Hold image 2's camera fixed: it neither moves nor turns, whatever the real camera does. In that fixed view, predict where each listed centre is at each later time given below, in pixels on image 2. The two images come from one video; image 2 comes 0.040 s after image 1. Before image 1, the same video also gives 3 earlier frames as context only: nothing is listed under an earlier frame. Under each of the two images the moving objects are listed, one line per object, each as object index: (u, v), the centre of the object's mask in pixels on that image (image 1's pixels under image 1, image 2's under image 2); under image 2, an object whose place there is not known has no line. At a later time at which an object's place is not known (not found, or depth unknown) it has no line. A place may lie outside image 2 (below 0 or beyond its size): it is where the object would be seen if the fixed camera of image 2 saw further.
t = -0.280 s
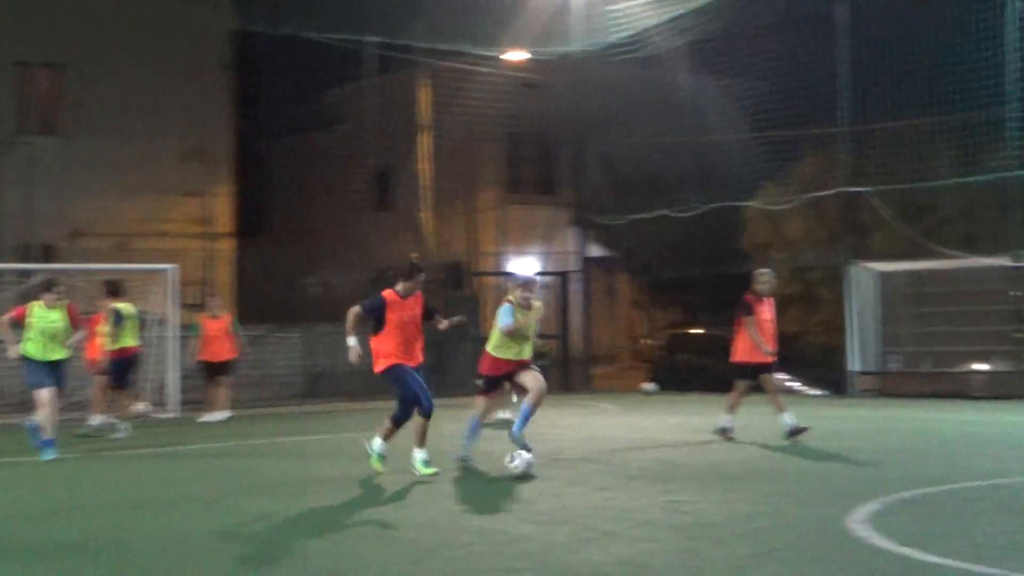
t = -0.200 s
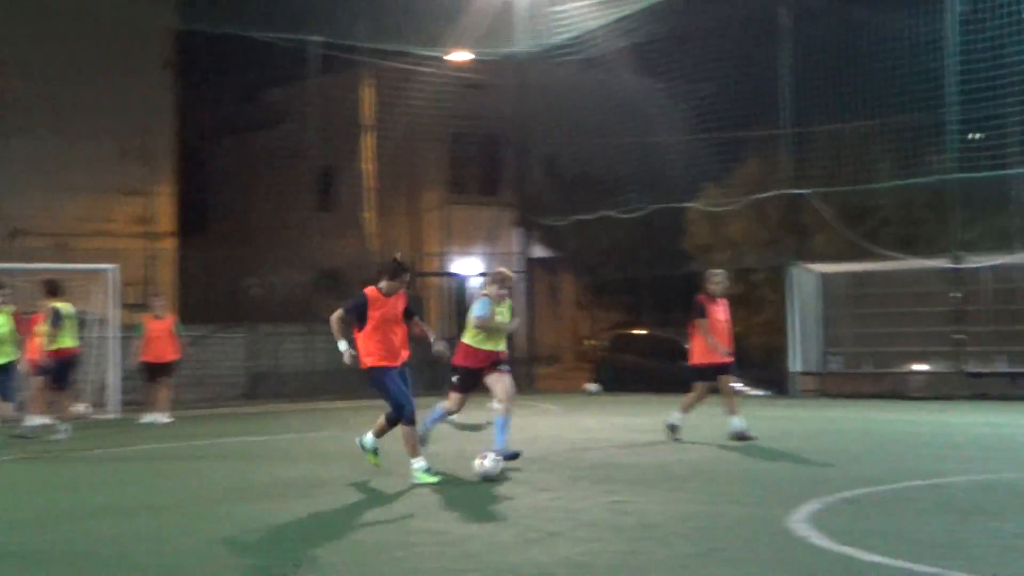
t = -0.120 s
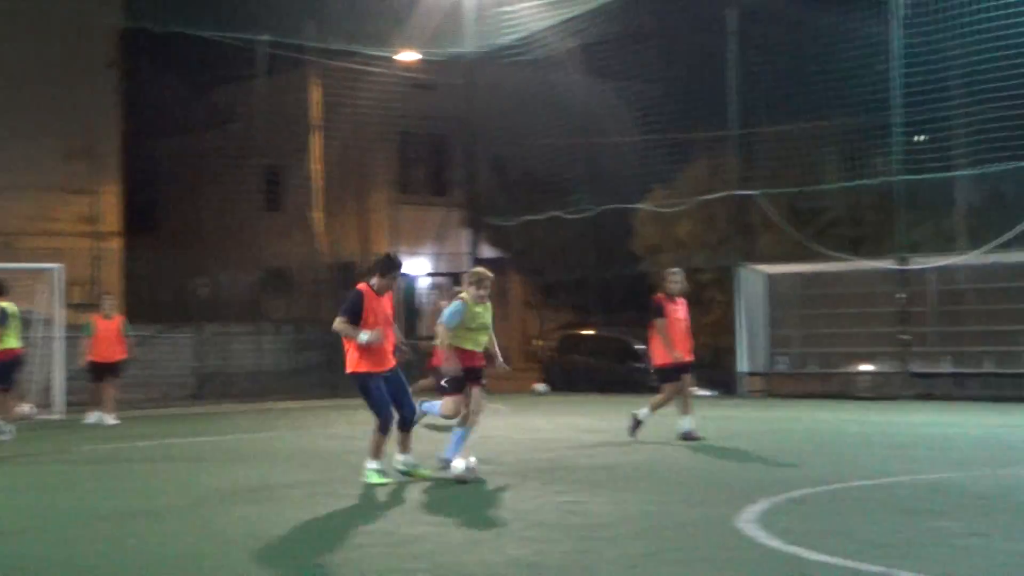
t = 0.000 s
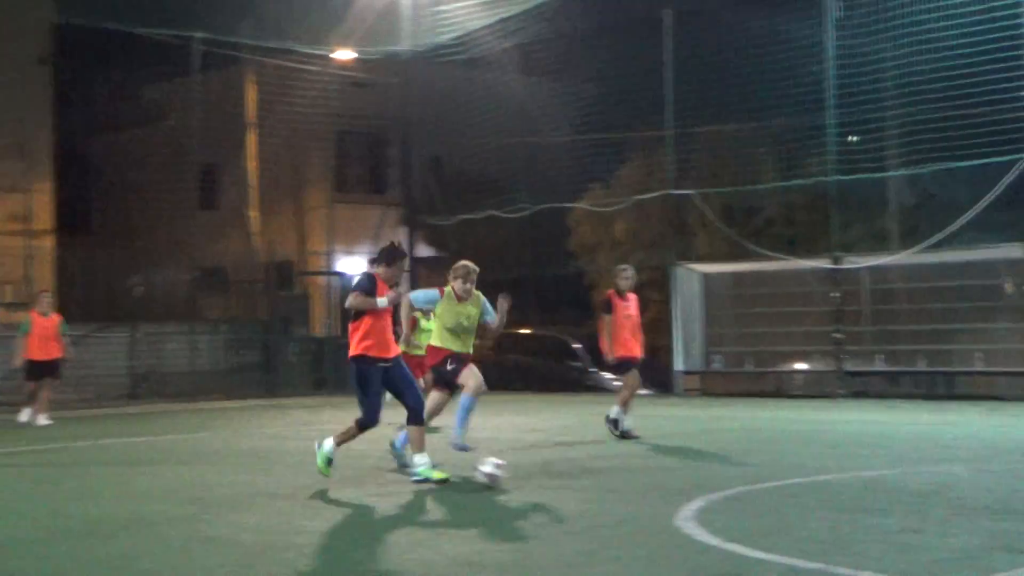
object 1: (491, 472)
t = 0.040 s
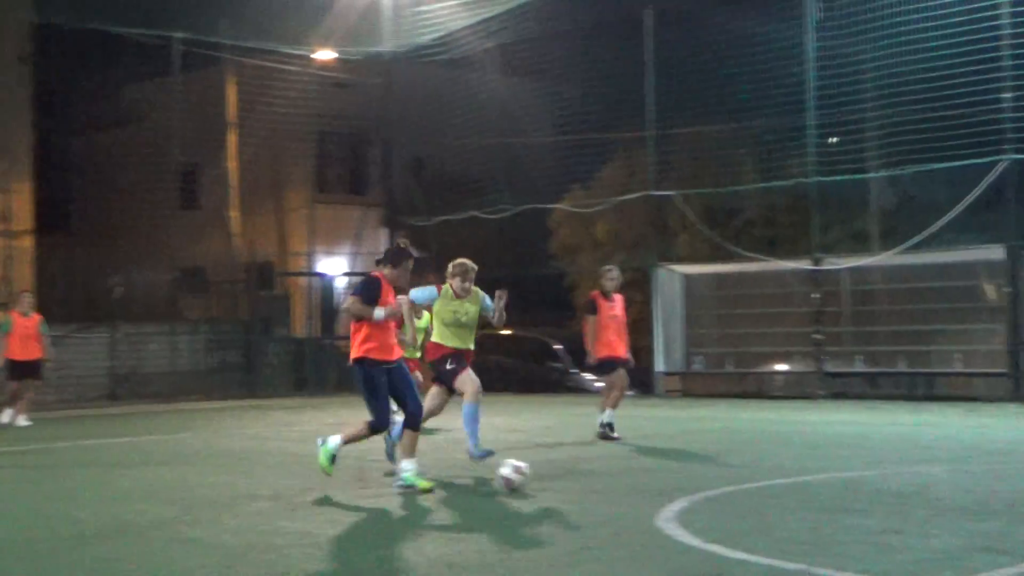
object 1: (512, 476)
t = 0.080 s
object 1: (554, 477)
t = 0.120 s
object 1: (595, 481)
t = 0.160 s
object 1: (638, 483)
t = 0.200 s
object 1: (680, 487)
